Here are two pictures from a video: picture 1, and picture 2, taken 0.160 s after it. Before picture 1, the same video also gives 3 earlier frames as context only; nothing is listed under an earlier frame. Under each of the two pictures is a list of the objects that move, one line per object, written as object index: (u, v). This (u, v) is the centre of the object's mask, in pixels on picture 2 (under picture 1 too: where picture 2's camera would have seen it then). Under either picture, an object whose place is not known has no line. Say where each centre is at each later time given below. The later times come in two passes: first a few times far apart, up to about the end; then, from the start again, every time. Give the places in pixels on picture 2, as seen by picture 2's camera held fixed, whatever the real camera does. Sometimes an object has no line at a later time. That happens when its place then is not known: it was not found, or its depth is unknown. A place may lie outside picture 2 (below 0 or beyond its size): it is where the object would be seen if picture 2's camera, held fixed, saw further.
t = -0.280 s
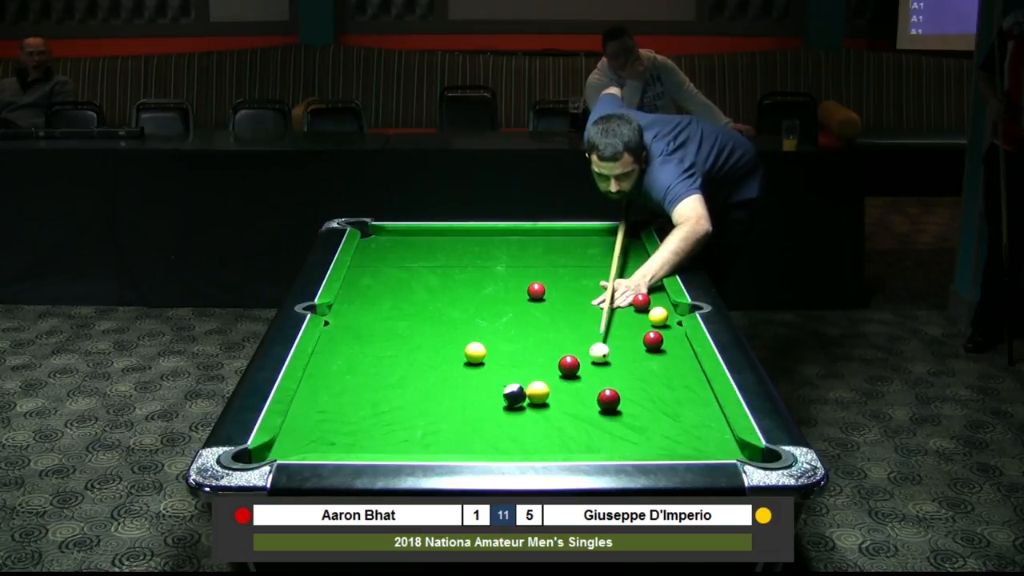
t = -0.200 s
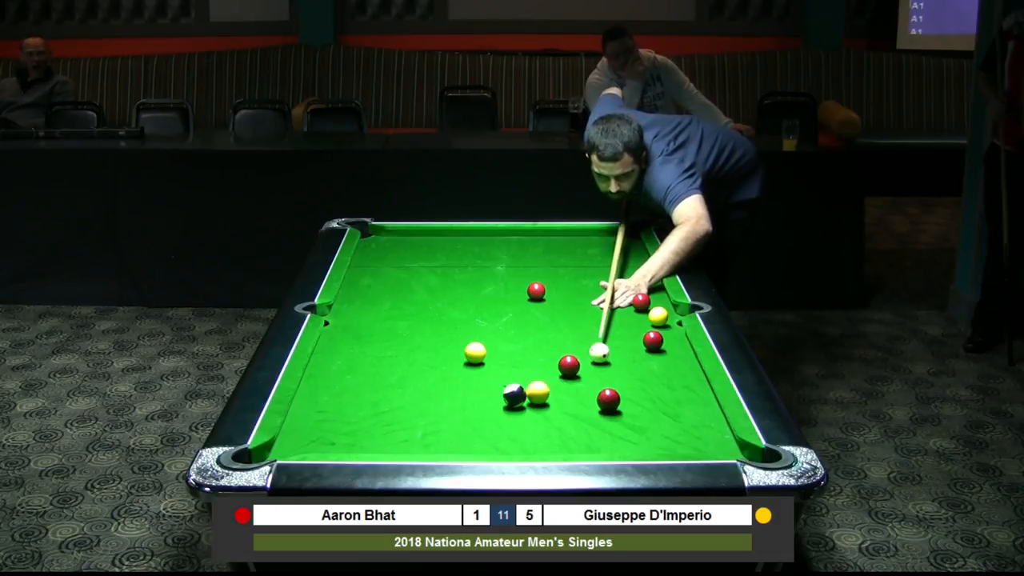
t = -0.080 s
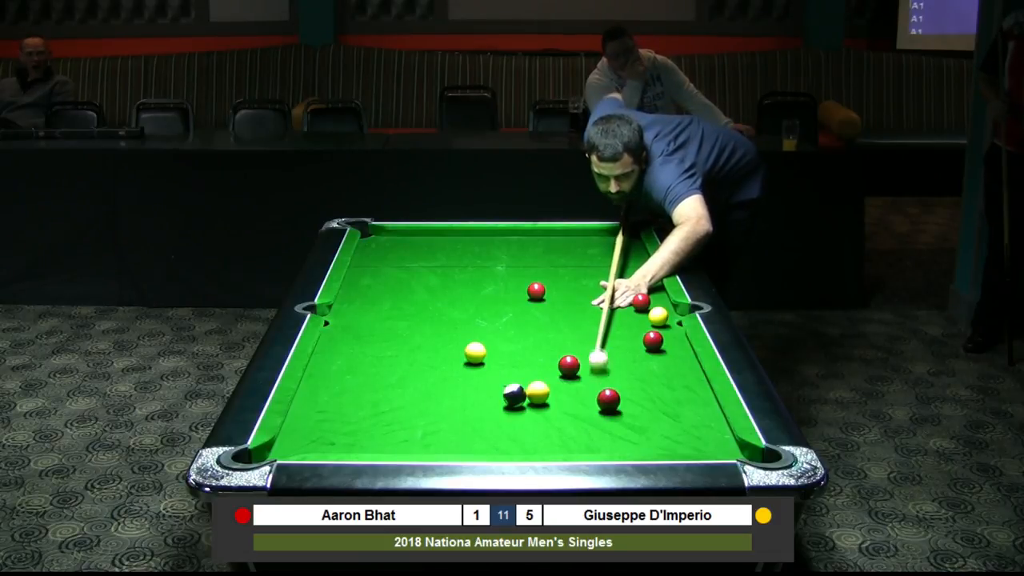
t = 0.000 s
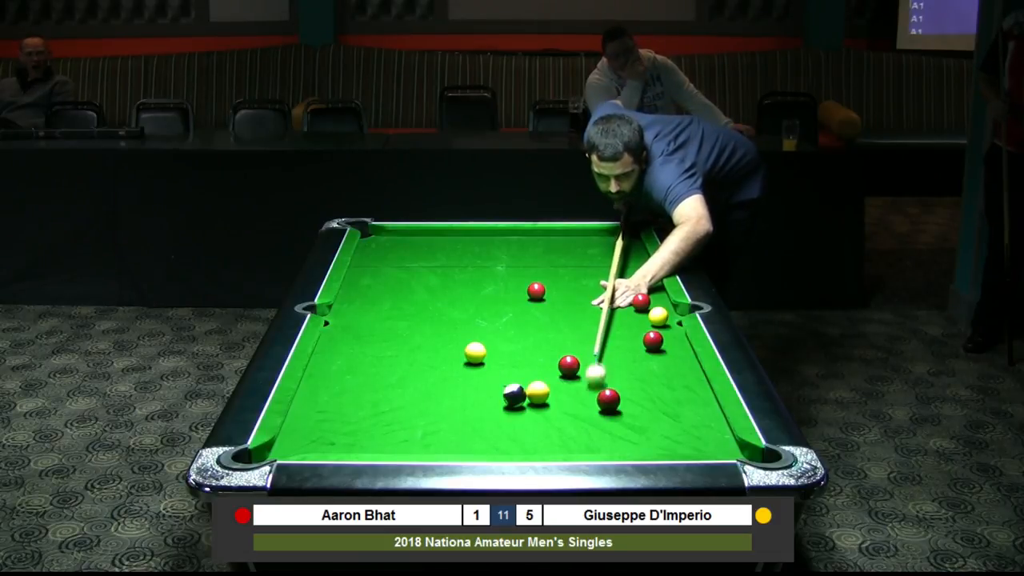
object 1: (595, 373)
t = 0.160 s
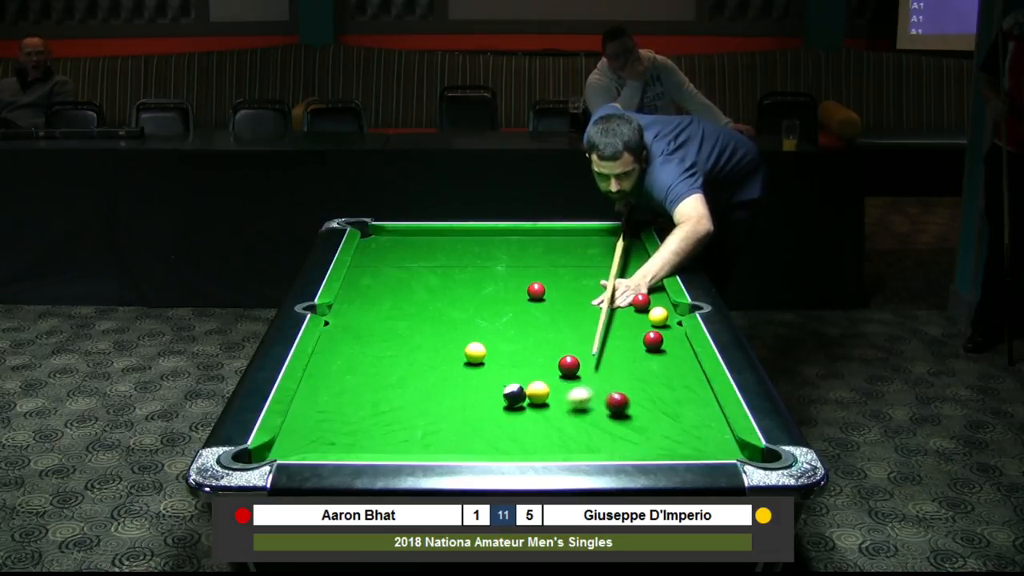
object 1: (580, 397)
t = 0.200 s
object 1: (570, 401)
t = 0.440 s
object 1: (514, 427)
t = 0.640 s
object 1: (464, 445)
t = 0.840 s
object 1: (417, 443)
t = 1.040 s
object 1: (377, 431)
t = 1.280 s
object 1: (334, 417)
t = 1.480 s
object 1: (302, 406)
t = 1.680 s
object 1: (325, 397)
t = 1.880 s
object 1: (350, 389)
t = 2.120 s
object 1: (376, 380)
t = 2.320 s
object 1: (395, 374)
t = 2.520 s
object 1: (412, 368)
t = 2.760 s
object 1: (431, 362)
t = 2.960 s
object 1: (445, 358)
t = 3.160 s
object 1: (455, 355)
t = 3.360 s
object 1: (455, 353)
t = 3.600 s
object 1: (456, 352)
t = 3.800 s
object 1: (457, 351)
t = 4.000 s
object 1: (457, 351)
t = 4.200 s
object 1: (457, 351)
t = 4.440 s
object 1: (457, 351)
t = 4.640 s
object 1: (457, 351)
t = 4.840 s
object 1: (457, 351)
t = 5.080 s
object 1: (457, 351)
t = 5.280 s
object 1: (457, 351)
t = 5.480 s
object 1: (457, 351)
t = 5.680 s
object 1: (457, 351)
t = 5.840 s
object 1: (457, 351)
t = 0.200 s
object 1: (570, 401)
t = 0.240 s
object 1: (561, 406)
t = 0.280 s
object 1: (552, 410)
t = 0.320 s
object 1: (543, 414)
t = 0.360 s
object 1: (533, 418)
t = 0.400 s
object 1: (524, 422)
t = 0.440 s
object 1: (514, 427)
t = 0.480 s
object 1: (503, 431)
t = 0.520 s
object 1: (494, 435)
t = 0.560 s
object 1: (484, 439)
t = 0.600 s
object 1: (473, 442)
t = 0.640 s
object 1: (464, 445)
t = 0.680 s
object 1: (453, 447)
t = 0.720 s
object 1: (442, 448)
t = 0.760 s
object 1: (434, 446)
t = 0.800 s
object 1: (425, 445)
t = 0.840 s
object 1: (417, 443)
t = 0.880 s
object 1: (409, 441)
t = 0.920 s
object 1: (401, 440)
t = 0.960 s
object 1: (393, 436)
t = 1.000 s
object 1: (384, 434)
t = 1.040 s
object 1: (377, 431)
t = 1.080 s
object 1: (370, 429)
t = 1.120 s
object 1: (363, 426)
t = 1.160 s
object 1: (355, 424)
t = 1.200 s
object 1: (349, 421)
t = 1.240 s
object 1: (341, 419)
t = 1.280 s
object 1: (334, 417)
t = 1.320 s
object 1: (328, 414)
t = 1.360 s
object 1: (321, 412)
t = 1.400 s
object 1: (315, 410)
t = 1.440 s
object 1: (308, 408)
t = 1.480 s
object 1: (302, 406)
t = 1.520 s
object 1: (305, 404)
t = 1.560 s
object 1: (310, 402)
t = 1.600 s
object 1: (315, 400)
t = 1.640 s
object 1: (320, 399)
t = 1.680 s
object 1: (325, 397)
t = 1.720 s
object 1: (331, 395)
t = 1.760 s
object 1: (335, 394)
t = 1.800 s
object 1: (340, 392)
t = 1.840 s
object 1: (345, 391)
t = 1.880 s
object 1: (350, 389)
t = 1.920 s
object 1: (354, 388)
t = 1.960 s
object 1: (359, 386)
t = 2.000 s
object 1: (363, 385)
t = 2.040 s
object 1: (367, 383)
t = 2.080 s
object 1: (371, 382)
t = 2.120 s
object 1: (376, 380)
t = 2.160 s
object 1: (380, 379)
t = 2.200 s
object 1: (384, 378)
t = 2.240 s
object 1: (388, 377)
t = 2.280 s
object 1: (391, 375)
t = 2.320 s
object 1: (395, 374)
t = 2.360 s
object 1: (399, 373)
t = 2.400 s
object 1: (402, 372)
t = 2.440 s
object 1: (406, 371)
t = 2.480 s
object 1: (409, 369)
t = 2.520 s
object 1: (412, 368)
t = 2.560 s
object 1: (416, 367)
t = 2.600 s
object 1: (419, 366)
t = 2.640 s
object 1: (422, 365)
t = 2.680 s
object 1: (425, 364)
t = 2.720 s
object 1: (429, 363)
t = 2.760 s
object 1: (431, 362)
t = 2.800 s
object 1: (434, 361)
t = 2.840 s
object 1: (437, 360)
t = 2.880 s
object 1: (440, 359)
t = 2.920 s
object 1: (443, 358)
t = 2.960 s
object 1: (445, 358)
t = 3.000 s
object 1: (448, 357)
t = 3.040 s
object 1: (451, 356)
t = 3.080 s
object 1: (453, 356)
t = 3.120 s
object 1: (455, 355)
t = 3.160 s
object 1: (455, 355)
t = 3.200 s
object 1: (455, 354)
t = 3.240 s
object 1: (455, 354)
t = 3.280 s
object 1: (455, 354)
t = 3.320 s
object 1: (455, 353)
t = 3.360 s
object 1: (455, 353)
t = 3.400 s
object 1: (455, 353)
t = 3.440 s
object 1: (456, 352)
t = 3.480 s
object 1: (456, 352)
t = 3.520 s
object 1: (456, 352)
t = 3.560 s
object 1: (456, 352)
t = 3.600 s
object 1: (456, 352)
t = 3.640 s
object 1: (457, 352)
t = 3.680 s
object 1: (457, 352)
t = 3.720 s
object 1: (457, 351)
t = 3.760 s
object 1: (457, 351)
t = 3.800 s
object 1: (457, 351)
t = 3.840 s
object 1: (457, 351)
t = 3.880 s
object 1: (457, 351)
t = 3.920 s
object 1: (457, 351)
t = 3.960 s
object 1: (457, 351)
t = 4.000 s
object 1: (457, 351)
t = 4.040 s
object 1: (457, 351)
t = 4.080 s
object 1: (457, 351)
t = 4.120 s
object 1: (457, 351)
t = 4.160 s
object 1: (457, 351)
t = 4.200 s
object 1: (457, 351)
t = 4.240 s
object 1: (457, 351)
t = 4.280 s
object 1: (457, 351)
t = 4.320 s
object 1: (457, 351)
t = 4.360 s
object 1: (457, 351)
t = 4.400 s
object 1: (457, 351)
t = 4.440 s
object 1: (457, 351)
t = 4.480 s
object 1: (457, 351)
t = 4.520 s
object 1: (457, 351)
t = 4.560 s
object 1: (457, 351)
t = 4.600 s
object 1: (457, 351)
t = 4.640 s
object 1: (457, 351)
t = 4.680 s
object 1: (457, 351)
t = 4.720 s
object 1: (457, 351)
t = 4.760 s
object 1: (457, 351)
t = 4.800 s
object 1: (457, 351)
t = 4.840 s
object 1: (457, 351)
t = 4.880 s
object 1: (457, 351)
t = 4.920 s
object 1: (457, 351)
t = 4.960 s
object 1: (457, 351)
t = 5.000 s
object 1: (457, 351)
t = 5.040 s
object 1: (457, 351)
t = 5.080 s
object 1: (457, 351)
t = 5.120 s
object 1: (457, 351)
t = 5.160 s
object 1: (457, 351)
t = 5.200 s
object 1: (457, 351)
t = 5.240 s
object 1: (457, 351)
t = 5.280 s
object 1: (457, 351)
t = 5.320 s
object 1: (457, 351)
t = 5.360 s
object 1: (457, 351)
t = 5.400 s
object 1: (457, 351)
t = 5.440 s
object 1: (457, 351)
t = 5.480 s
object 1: (457, 351)
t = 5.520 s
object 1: (457, 351)
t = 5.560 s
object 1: (457, 351)
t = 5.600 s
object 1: (457, 351)
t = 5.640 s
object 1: (457, 351)
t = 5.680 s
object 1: (457, 351)
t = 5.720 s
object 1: (457, 351)
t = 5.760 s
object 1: (457, 351)
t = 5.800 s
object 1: (457, 351)
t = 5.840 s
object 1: (457, 351)
